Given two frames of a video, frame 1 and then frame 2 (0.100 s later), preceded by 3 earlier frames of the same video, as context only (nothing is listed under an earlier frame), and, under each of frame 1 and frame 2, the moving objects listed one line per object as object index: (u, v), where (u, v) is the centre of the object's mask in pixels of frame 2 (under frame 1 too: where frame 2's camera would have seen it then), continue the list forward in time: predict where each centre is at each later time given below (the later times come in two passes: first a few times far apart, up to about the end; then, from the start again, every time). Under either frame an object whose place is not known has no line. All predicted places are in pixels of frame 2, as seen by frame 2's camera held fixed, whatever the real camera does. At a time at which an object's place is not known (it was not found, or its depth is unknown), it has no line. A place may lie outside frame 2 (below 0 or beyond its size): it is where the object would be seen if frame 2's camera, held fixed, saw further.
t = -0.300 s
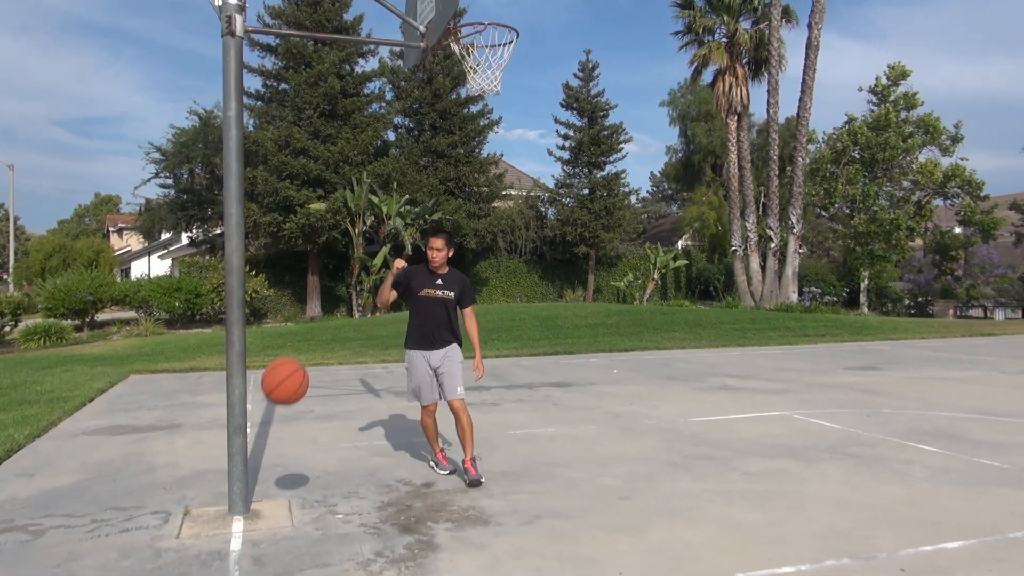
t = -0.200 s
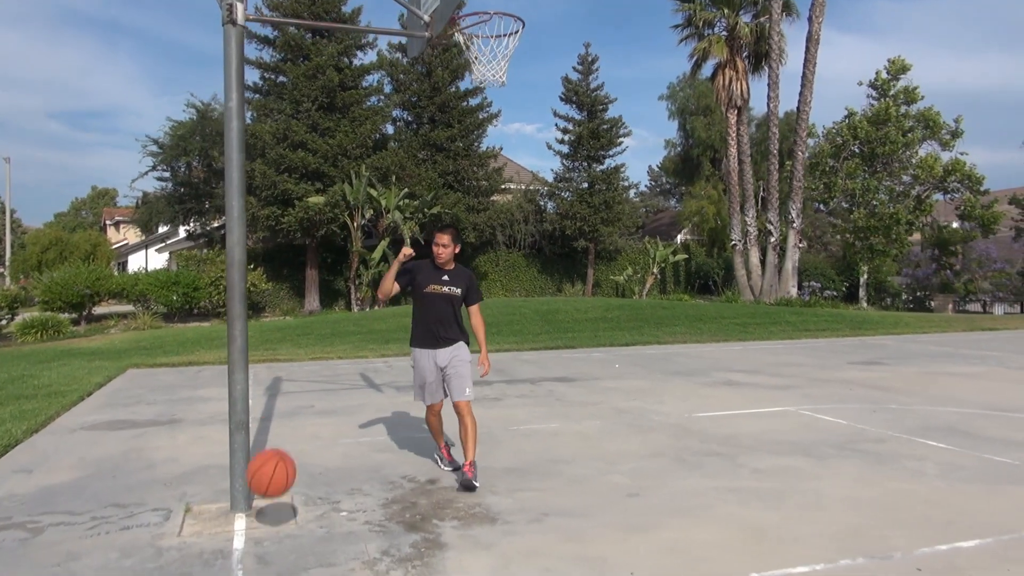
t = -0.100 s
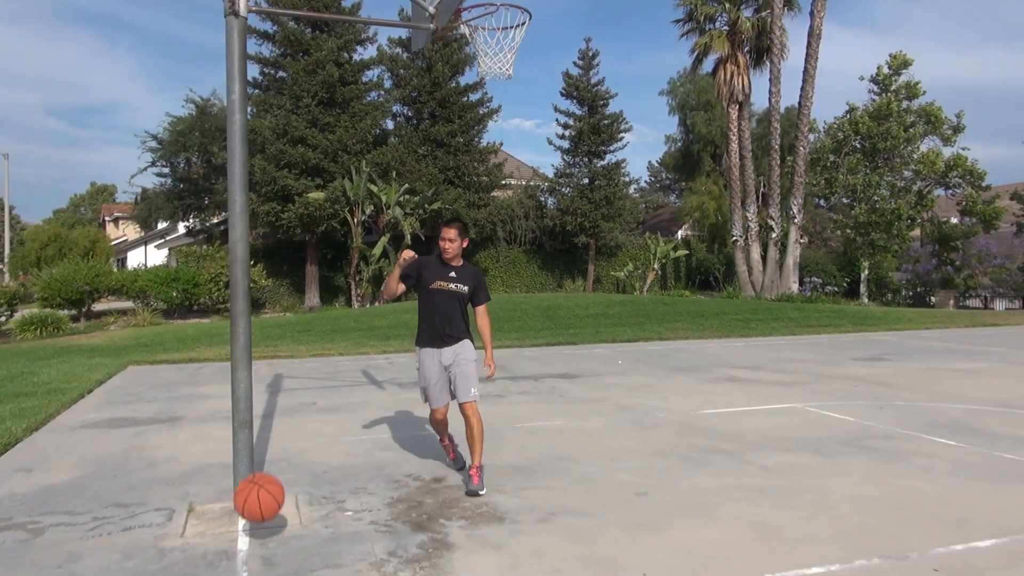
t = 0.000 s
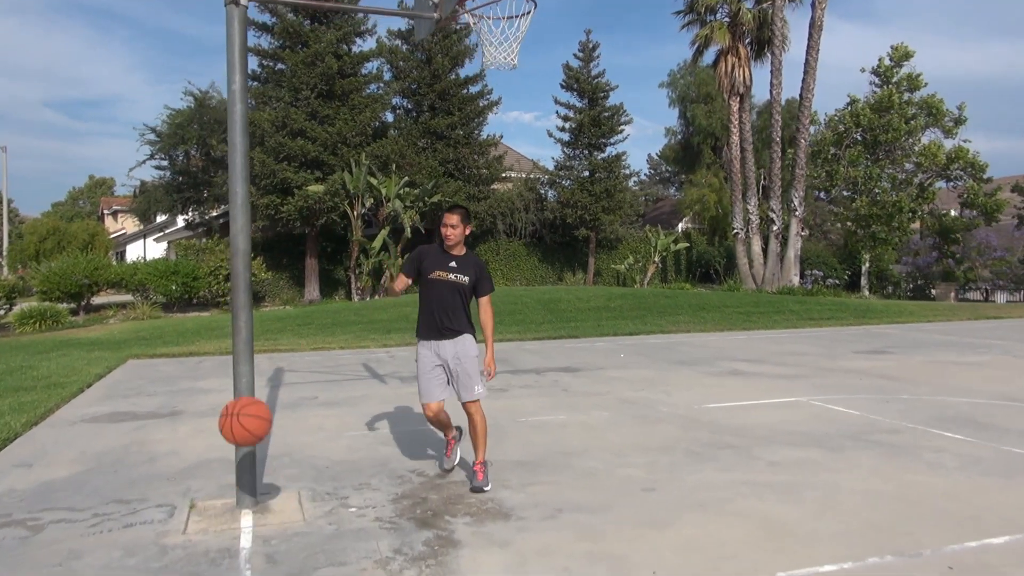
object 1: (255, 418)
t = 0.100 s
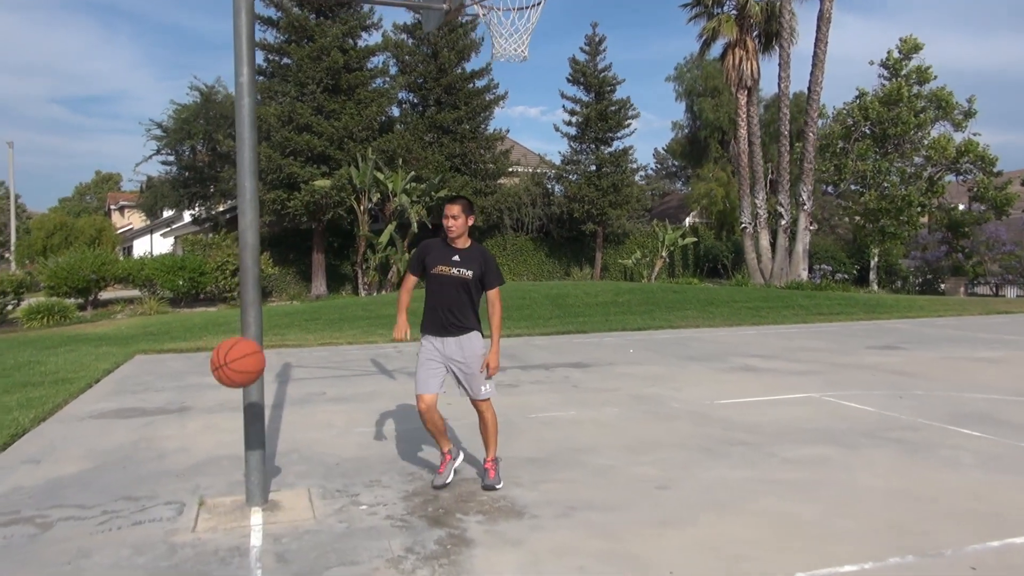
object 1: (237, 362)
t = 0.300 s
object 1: (204, 308)
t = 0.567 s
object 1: (160, 373)
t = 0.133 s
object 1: (233, 347)
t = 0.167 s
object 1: (227, 335)
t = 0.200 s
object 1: (221, 325)
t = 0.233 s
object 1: (215, 317)
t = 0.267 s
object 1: (209, 311)
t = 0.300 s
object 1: (204, 308)
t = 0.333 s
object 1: (198, 307)
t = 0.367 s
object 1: (192, 309)
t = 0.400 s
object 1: (187, 313)
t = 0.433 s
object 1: (181, 319)
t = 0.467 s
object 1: (176, 328)
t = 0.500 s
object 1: (170, 340)
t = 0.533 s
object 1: (165, 355)
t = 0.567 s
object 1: (160, 373)
